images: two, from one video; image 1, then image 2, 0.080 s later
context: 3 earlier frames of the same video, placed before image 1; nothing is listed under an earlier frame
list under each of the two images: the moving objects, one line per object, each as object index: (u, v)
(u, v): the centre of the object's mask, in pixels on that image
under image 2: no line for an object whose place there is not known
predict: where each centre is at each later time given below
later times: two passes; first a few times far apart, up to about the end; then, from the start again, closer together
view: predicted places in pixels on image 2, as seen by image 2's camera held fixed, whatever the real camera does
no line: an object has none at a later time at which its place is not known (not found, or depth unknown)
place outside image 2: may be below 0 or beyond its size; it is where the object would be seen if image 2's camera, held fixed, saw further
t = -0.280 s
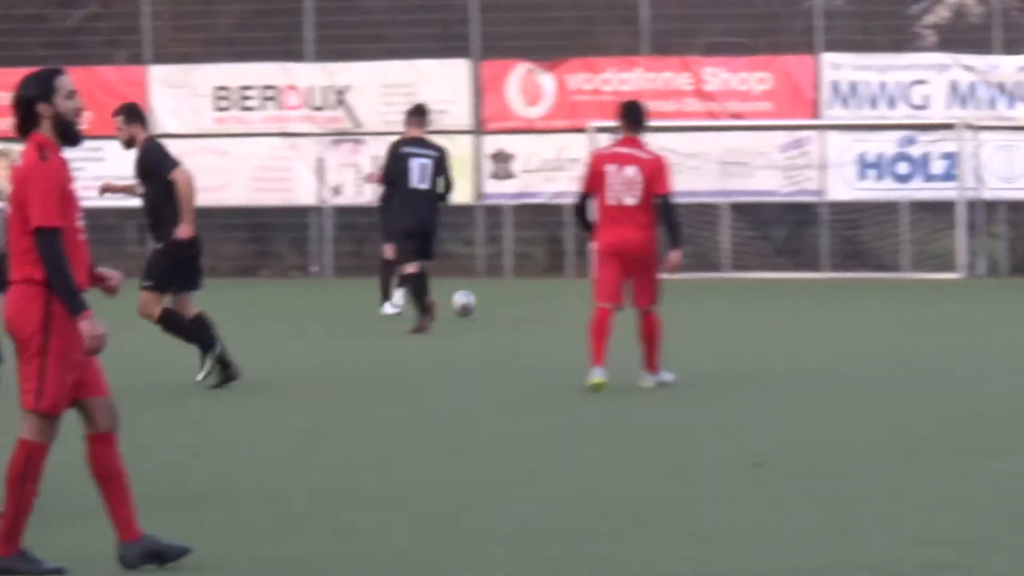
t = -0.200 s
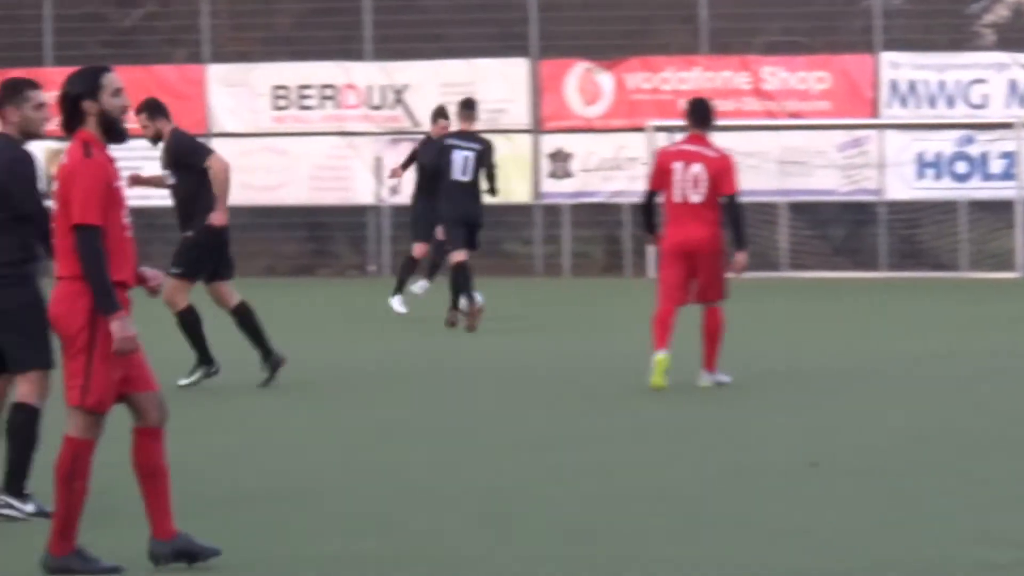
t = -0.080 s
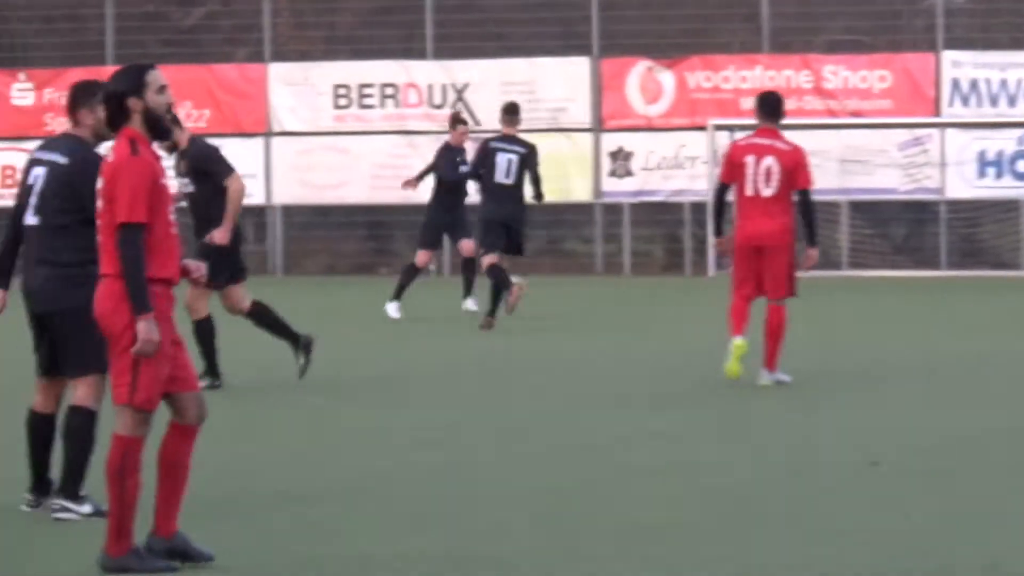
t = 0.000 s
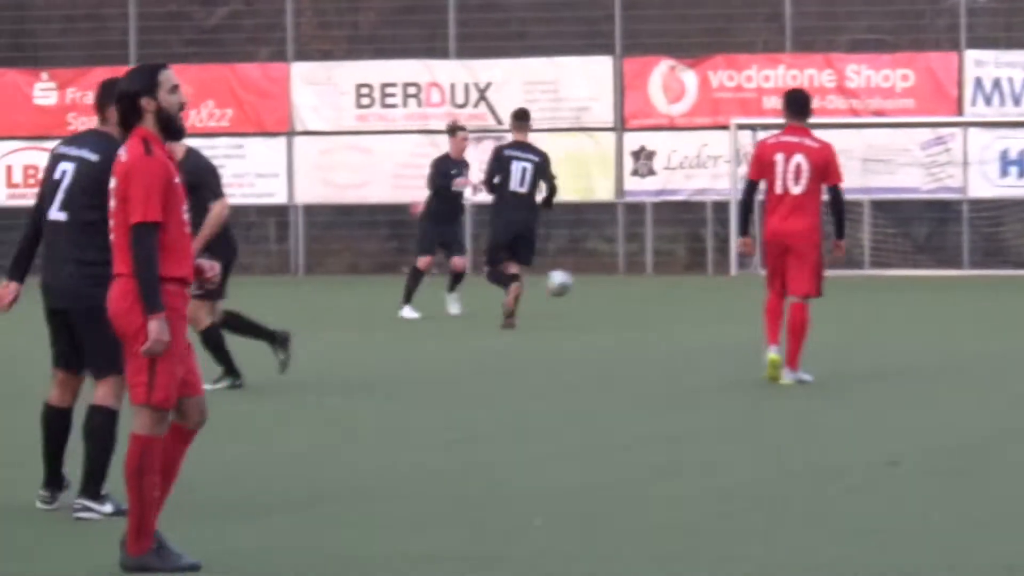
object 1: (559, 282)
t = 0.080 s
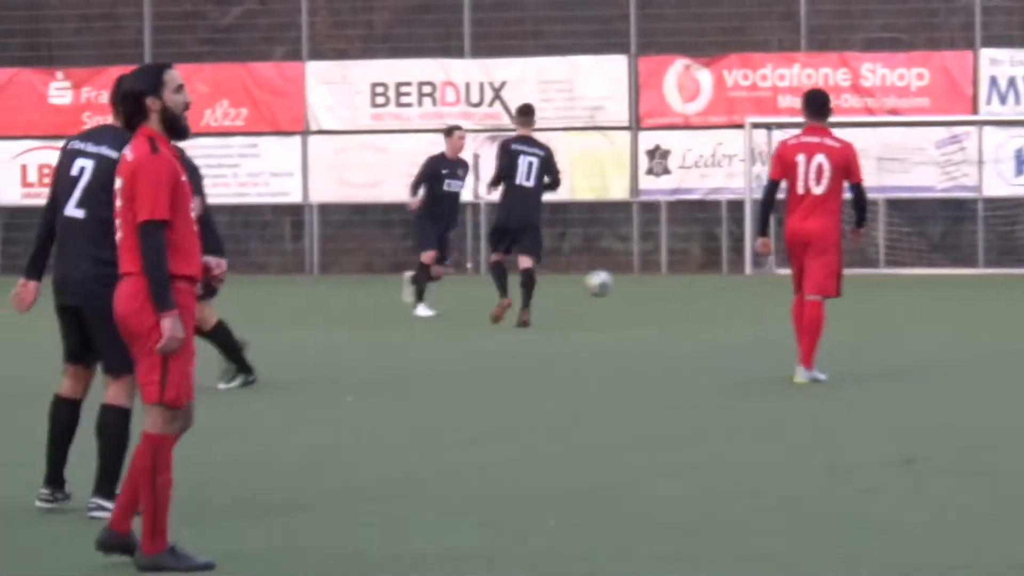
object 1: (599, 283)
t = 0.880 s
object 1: (704, 300)
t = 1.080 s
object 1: (717, 301)
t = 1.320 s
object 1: (738, 300)
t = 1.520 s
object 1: (756, 300)
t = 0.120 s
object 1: (613, 286)
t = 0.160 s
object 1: (628, 291)
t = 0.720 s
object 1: (693, 301)
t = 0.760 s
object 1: (696, 301)
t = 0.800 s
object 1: (699, 301)
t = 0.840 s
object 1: (701, 301)
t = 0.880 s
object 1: (704, 300)
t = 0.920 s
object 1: (706, 301)
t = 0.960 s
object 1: (708, 301)
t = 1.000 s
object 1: (712, 301)
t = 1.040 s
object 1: (714, 301)
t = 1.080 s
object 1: (717, 301)
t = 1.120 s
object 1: (721, 300)
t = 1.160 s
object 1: (723, 300)
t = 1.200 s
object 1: (727, 300)
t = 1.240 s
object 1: (731, 300)
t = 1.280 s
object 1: (735, 300)
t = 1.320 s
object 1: (738, 300)
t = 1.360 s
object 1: (742, 300)
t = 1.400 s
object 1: (746, 300)
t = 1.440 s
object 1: (750, 300)
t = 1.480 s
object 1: (753, 300)
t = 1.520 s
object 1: (756, 300)
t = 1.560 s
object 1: (759, 301)
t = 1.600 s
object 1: (762, 300)
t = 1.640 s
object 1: (764, 300)
